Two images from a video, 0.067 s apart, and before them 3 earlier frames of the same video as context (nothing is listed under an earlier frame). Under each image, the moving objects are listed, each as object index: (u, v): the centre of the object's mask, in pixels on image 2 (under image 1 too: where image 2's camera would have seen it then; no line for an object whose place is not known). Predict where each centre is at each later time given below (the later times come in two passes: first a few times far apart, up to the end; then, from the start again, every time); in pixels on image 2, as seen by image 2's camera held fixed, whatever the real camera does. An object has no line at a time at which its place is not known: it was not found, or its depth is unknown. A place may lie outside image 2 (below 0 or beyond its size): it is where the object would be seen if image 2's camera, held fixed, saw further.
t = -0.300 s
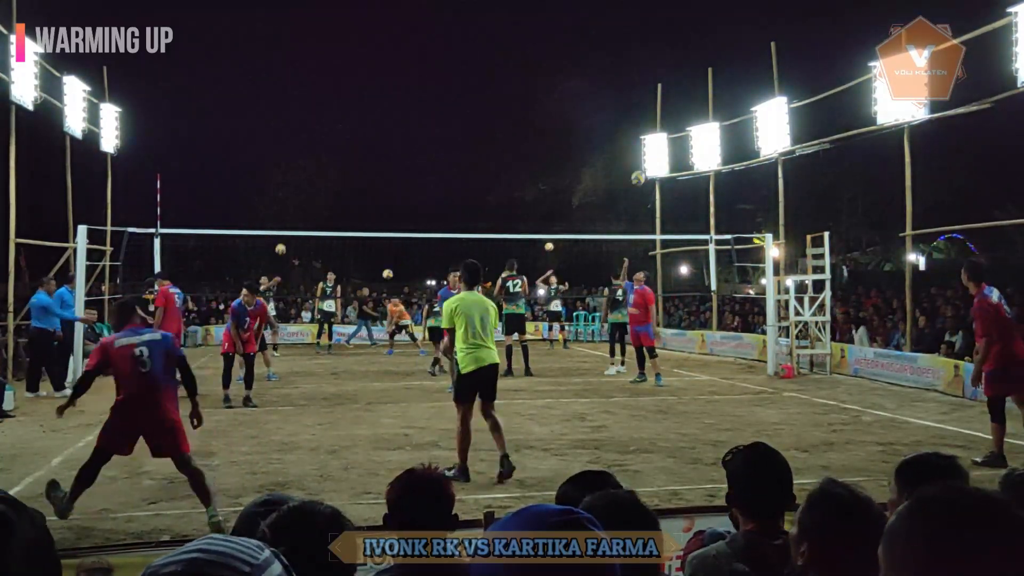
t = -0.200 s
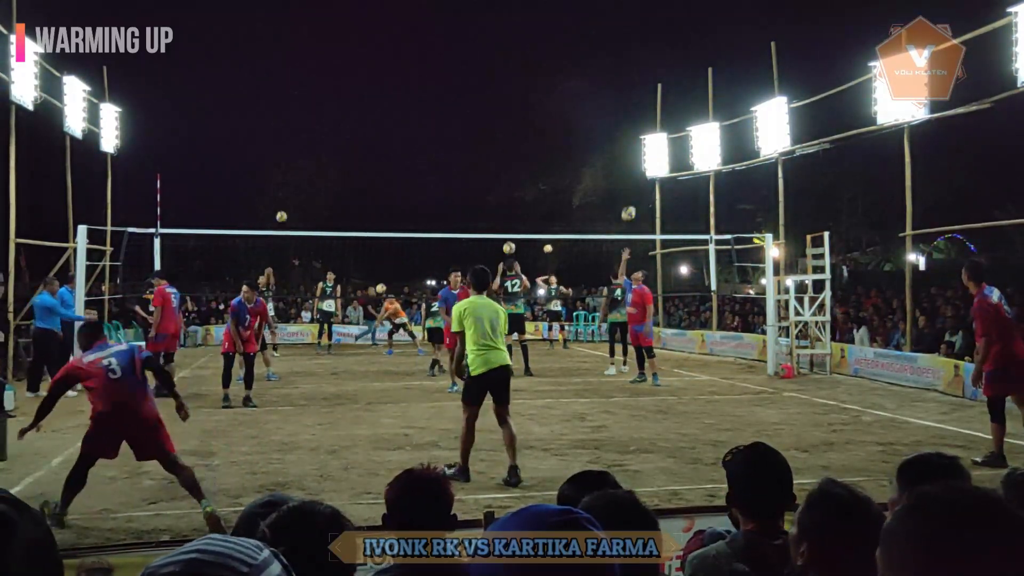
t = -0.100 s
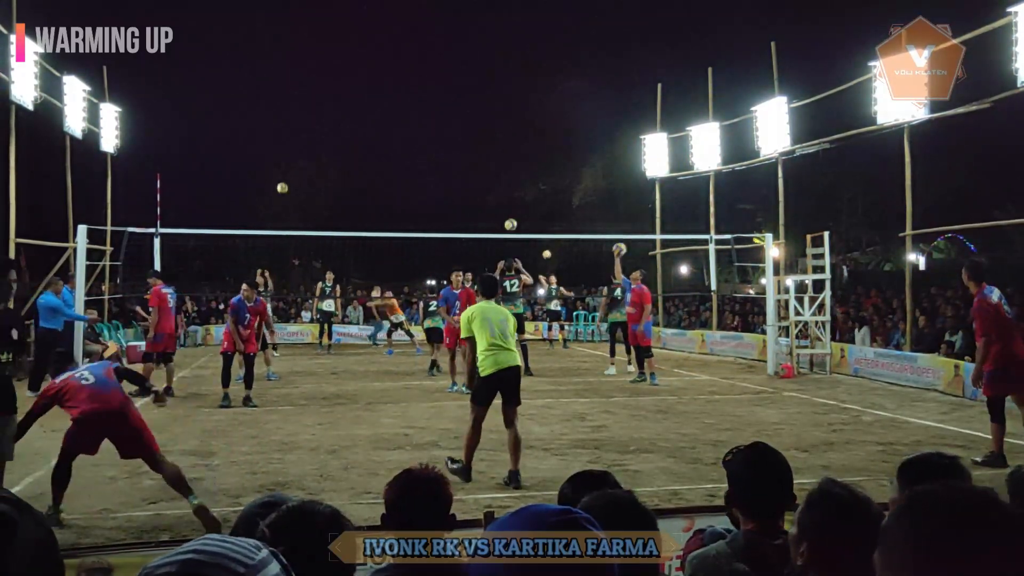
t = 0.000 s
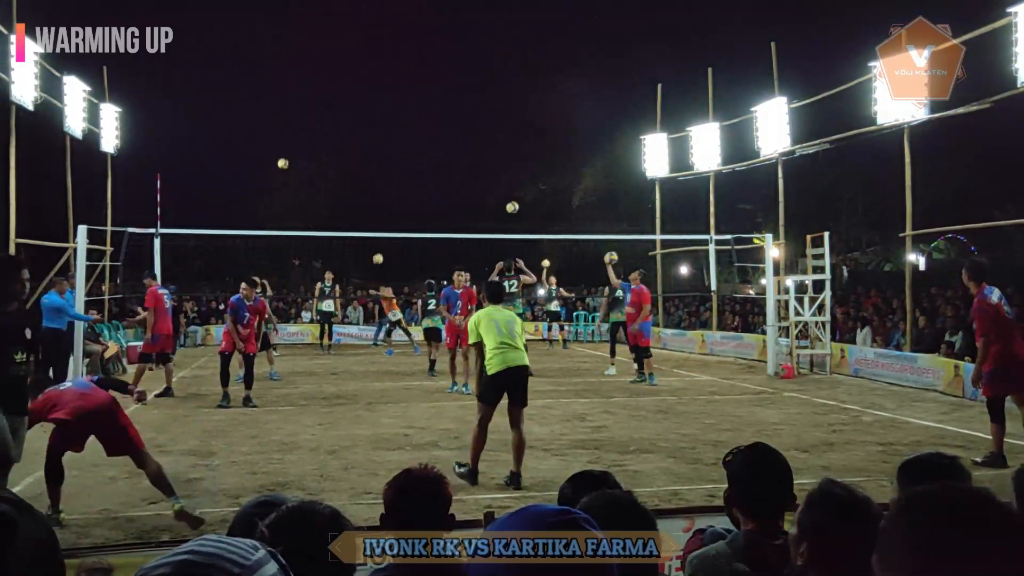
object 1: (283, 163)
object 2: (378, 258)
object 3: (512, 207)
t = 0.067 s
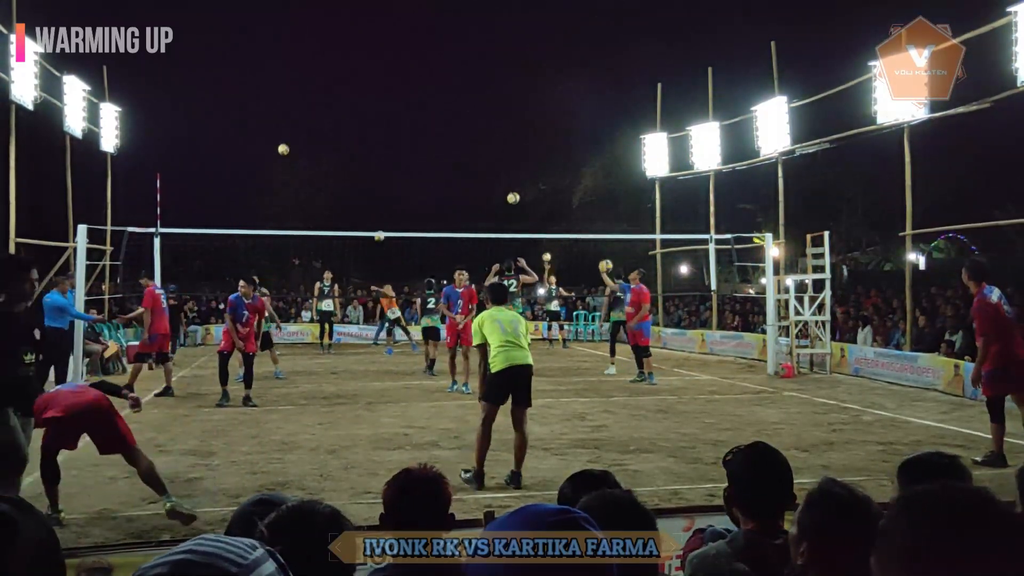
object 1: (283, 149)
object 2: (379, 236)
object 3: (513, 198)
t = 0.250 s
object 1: (285, 121)
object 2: (383, 185)
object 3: (516, 187)
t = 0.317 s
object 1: (286, 115)
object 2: (385, 170)
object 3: (517, 187)
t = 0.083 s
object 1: (283, 146)
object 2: (380, 229)
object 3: (513, 196)
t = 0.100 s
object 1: (284, 143)
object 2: (380, 225)
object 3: (514, 194)
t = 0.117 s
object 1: (284, 140)
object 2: (380, 220)
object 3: (514, 193)
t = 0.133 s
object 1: (284, 137)
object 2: (381, 216)
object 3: (514, 192)
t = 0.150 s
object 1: (284, 134)
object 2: (381, 211)
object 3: (514, 190)
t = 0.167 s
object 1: (284, 132)
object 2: (381, 206)
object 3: (514, 189)
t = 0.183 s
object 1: (285, 129)
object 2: (382, 202)
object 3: (515, 189)
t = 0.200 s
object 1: (285, 127)
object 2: (382, 198)
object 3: (515, 188)
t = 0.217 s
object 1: (285, 125)
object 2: (382, 193)
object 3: (515, 187)
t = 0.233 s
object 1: (285, 123)
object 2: (383, 189)
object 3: (515, 187)
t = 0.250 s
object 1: (285, 121)
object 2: (383, 185)
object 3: (516, 187)
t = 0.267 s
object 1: (285, 119)
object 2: (383, 181)
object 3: (516, 186)
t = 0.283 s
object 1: (285, 118)
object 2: (384, 177)
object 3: (516, 186)
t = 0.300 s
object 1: (285, 116)
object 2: (385, 174)
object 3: (516, 186)
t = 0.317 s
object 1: (286, 115)
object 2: (385, 170)
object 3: (517, 187)
